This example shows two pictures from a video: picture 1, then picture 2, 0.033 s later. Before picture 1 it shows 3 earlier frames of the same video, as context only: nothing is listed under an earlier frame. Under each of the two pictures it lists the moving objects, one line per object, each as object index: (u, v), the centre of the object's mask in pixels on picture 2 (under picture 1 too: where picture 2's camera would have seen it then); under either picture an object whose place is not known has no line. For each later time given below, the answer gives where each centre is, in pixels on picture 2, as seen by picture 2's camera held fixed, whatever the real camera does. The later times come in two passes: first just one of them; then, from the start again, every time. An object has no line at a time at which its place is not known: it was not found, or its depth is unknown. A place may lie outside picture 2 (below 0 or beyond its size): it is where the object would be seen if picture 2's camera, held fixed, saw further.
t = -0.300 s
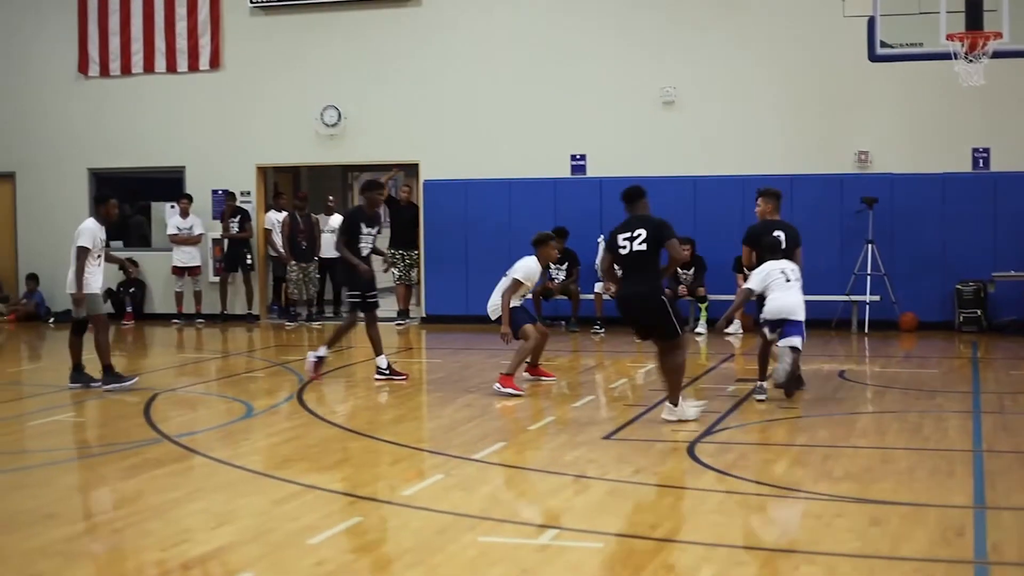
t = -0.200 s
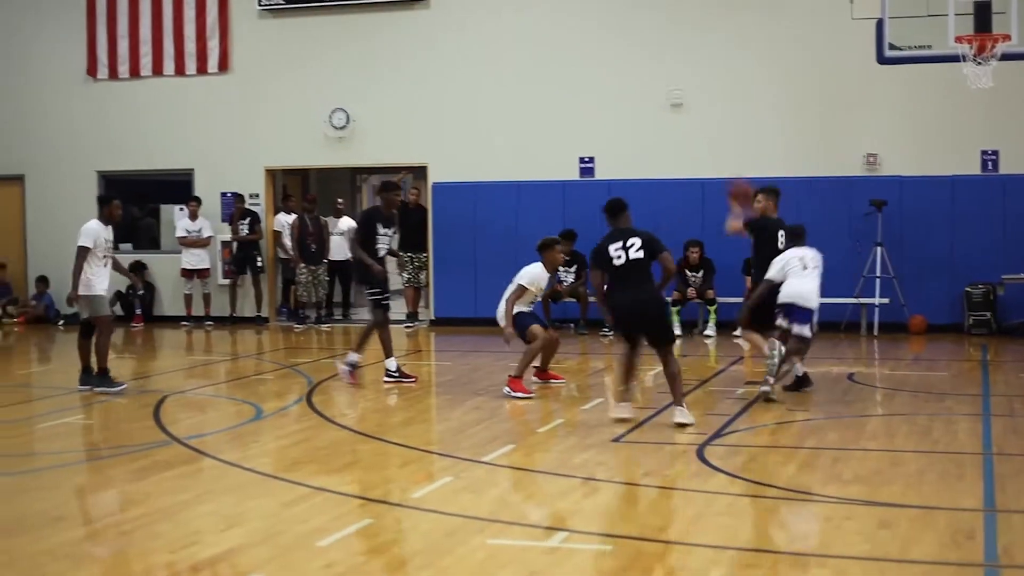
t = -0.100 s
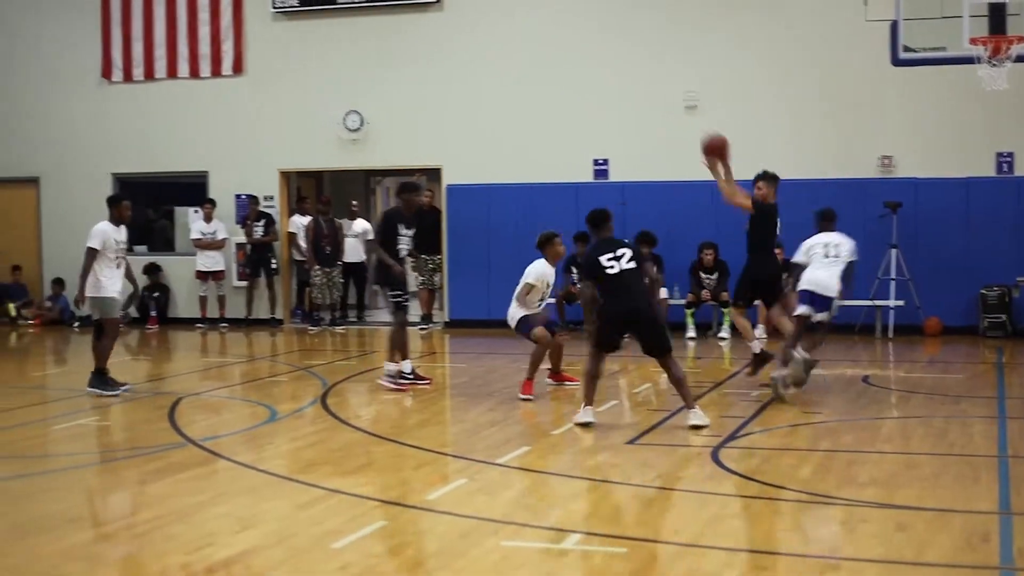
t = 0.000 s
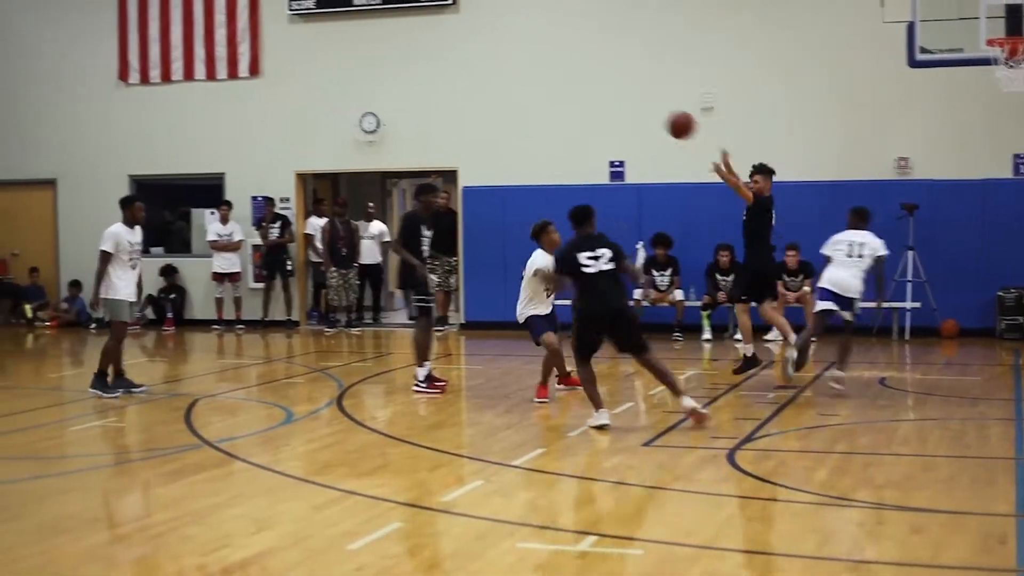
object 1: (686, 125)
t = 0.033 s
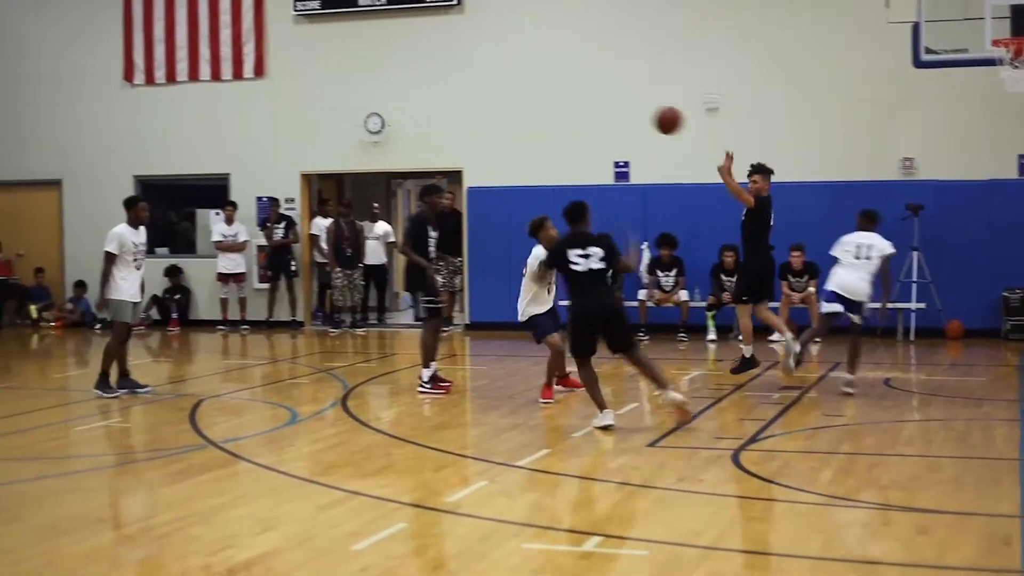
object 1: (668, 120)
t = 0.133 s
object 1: (614, 113)
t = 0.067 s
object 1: (650, 116)
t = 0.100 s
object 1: (632, 114)
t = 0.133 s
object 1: (614, 113)
